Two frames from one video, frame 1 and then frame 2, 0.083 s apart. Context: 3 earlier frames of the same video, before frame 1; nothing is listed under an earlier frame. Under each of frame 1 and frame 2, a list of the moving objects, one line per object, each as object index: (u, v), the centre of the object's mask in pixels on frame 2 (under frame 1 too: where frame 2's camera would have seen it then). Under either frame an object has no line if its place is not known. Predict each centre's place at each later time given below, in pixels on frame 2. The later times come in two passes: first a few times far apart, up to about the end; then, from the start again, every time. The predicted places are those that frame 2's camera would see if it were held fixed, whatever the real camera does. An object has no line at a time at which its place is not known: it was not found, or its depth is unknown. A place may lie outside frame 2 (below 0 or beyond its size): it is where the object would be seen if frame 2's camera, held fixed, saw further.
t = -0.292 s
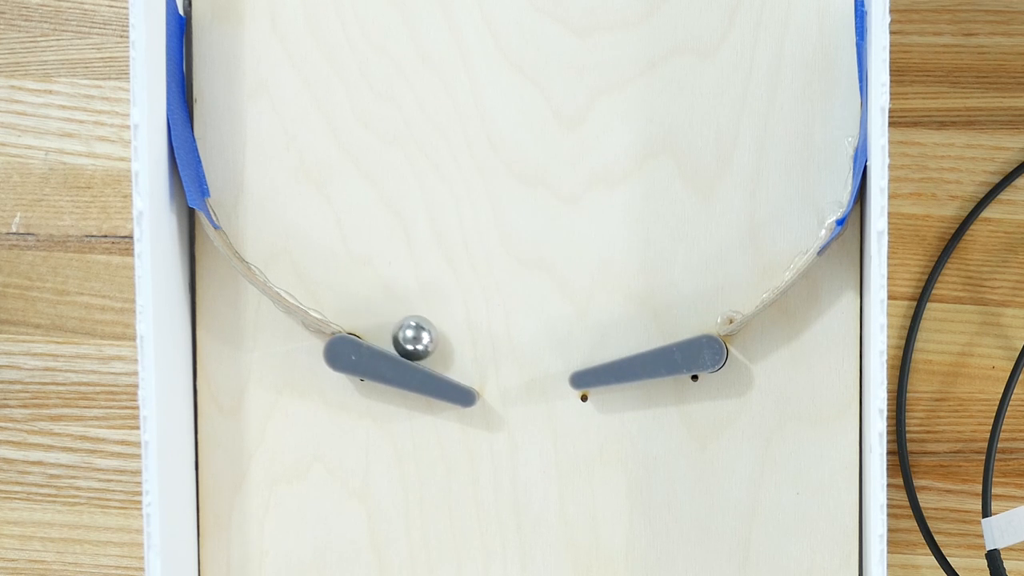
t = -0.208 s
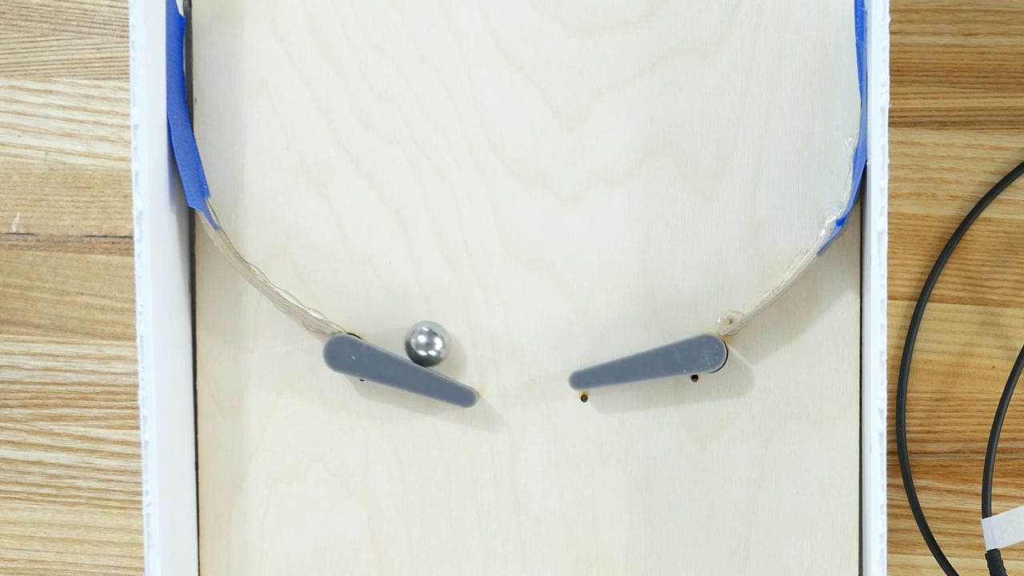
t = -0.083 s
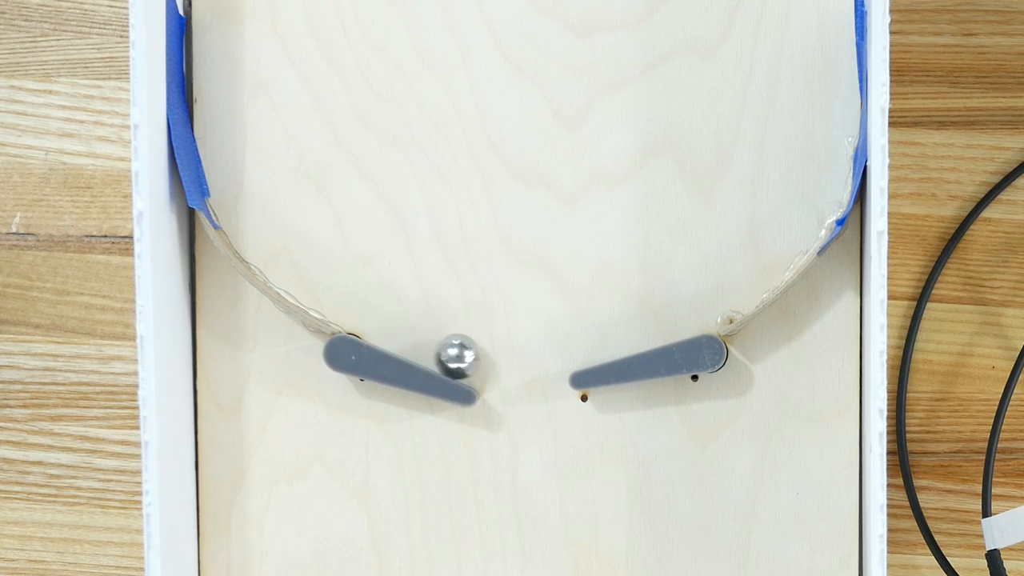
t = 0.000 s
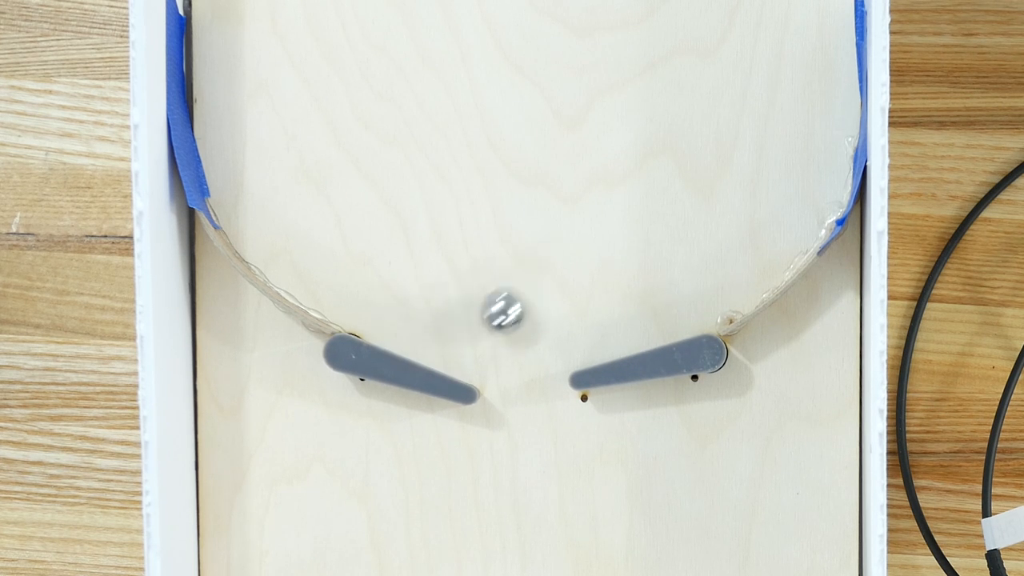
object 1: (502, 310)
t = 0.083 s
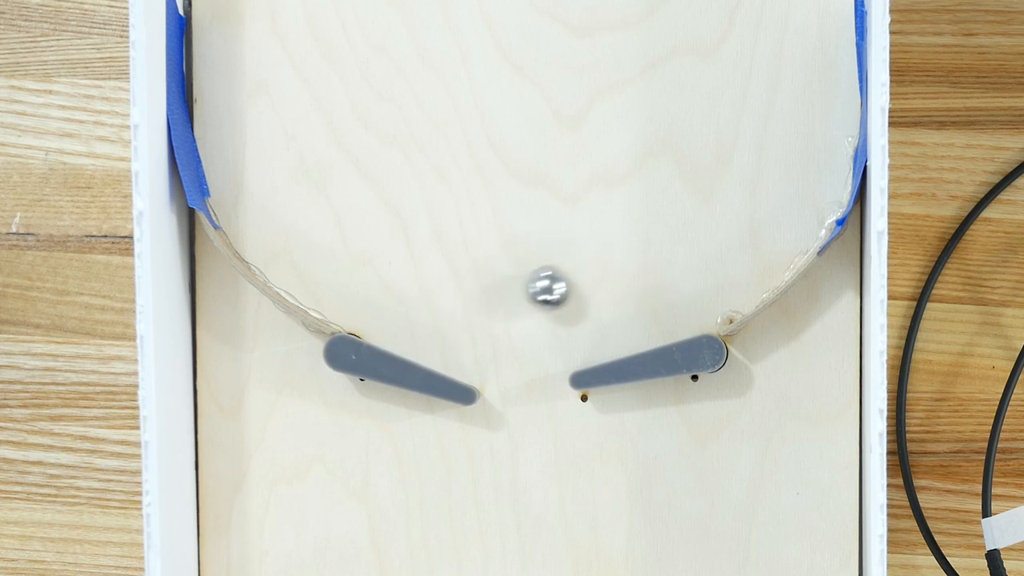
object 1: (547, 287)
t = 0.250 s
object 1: (636, 314)
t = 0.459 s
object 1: (690, 315)
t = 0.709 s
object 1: (706, 312)
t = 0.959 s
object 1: (696, 314)
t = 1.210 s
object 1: (656, 326)
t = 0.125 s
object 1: (570, 284)
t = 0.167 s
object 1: (592, 288)
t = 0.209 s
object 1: (615, 298)
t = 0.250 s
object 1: (636, 314)
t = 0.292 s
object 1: (655, 327)
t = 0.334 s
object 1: (665, 323)
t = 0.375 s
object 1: (674, 320)
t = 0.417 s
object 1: (683, 317)
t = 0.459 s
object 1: (690, 315)
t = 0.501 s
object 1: (696, 314)
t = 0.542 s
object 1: (699, 313)
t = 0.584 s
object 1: (703, 312)
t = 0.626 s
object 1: (705, 312)
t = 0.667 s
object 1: (706, 312)
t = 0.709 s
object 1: (706, 312)
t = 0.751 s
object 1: (705, 312)
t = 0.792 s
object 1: (704, 312)
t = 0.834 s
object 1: (703, 313)
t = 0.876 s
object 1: (701, 313)
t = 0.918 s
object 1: (699, 313)
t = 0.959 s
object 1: (696, 314)
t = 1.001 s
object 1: (691, 315)
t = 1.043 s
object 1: (687, 316)
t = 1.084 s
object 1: (681, 318)
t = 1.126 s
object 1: (674, 321)
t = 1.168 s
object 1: (666, 323)
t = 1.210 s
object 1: (656, 326)
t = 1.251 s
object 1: (647, 330)
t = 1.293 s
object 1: (635, 333)
